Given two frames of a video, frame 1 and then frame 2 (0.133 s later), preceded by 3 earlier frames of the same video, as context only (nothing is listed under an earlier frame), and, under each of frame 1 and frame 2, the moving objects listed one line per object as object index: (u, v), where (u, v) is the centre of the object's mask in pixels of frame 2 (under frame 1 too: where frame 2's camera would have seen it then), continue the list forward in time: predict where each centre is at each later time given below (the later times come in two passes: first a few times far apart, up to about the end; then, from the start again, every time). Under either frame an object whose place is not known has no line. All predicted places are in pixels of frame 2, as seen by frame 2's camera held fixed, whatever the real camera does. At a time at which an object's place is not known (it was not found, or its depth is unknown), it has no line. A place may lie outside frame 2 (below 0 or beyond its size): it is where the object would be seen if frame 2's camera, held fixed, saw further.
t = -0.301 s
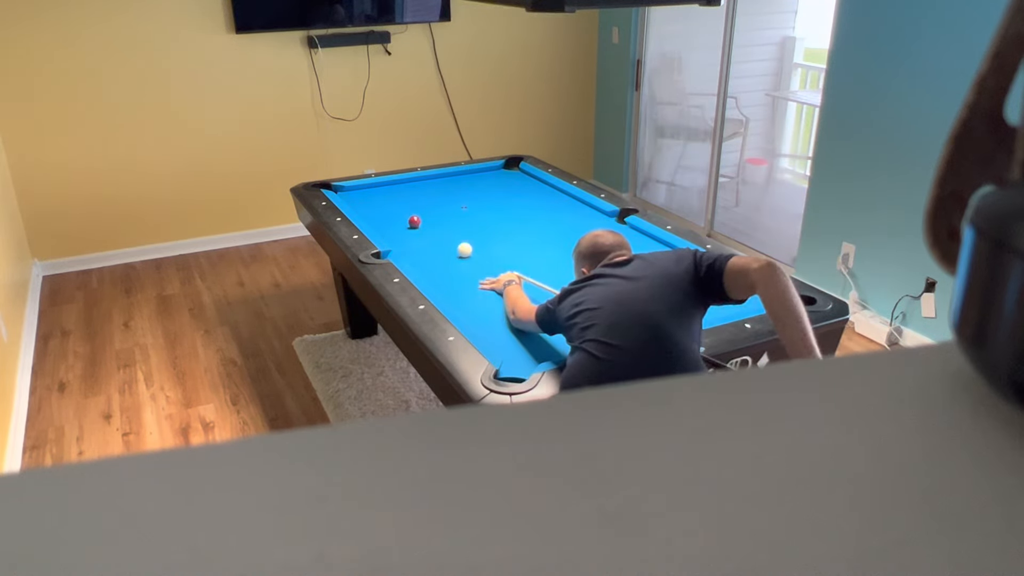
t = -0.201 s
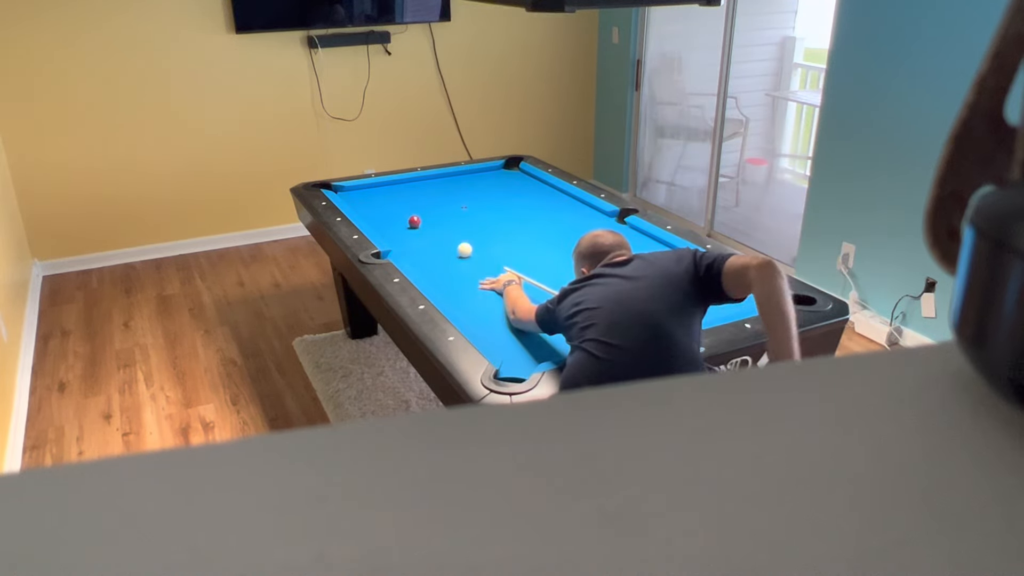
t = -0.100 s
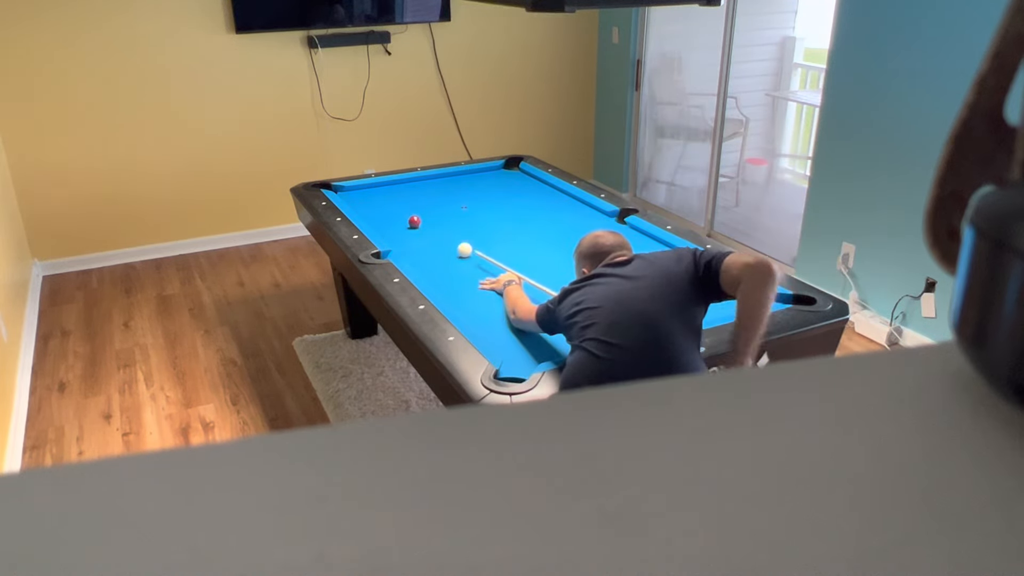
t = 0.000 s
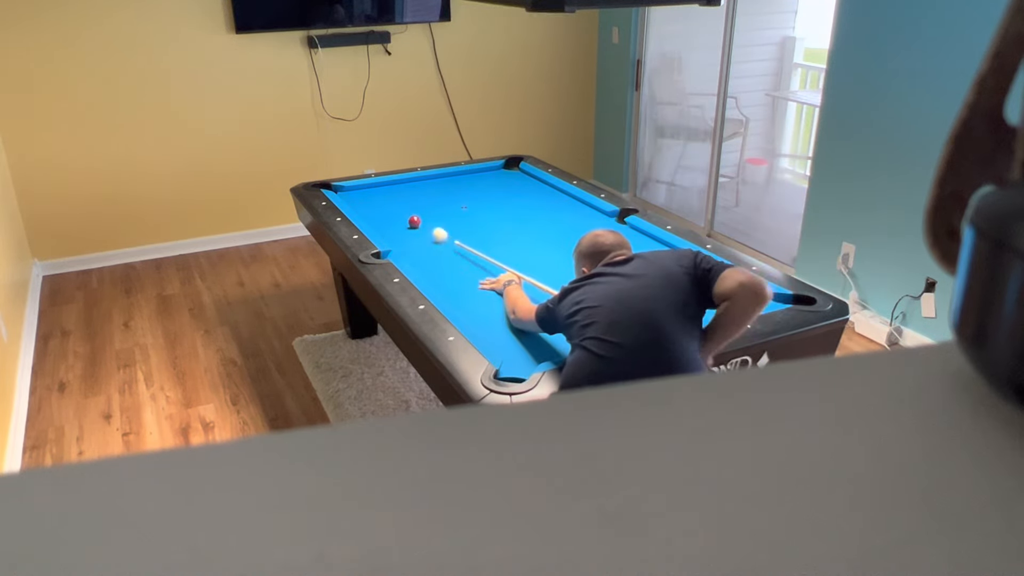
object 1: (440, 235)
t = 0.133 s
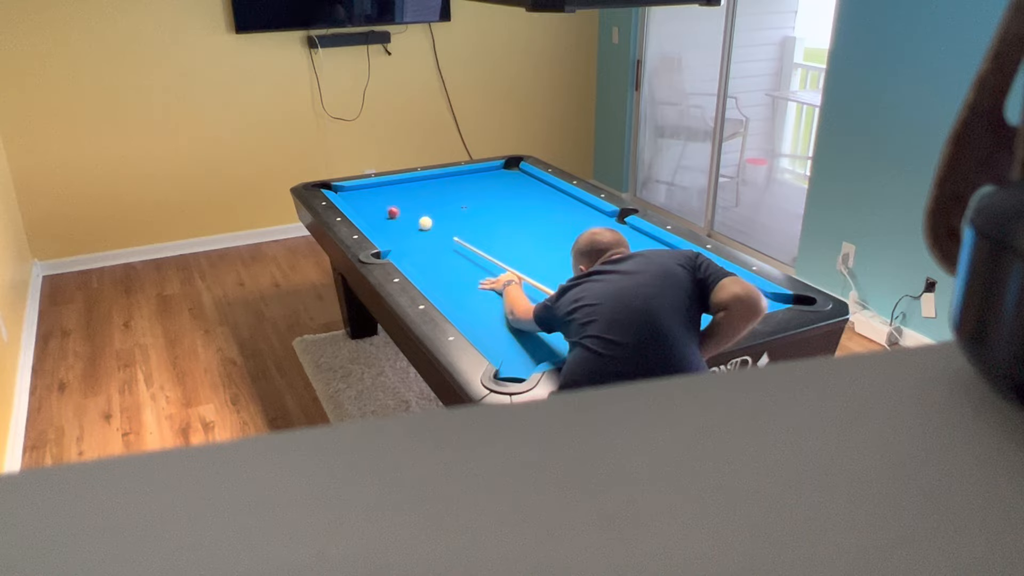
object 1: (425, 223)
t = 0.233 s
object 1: (427, 220)
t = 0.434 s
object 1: (424, 211)
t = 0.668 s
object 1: (418, 200)
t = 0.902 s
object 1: (414, 191)
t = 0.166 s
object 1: (426, 222)
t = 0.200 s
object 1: (427, 221)
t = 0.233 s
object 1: (427, 220)
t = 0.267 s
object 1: (428, 219)
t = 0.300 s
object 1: (427, 217)
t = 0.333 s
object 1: (427, 216)
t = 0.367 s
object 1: (426, 214)
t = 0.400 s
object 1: (425, 212)
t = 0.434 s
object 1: (424, 211)
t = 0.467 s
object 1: (423, 209)
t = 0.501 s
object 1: (422, 208)
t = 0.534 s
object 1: (421, 206)
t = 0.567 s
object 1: (421, 205)
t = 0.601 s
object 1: (420, 203)
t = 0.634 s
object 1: (419, 202)
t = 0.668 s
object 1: (418, 200)
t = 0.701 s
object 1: (418, 199)
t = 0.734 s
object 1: (417, 198)
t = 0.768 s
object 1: (416, 196)
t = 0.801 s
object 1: (416, 195)
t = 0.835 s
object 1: (415, 194)
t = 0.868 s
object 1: (414, 192)
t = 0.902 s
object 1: (414, 191)
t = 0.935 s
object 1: (413, 190)
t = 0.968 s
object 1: (412, 189)
